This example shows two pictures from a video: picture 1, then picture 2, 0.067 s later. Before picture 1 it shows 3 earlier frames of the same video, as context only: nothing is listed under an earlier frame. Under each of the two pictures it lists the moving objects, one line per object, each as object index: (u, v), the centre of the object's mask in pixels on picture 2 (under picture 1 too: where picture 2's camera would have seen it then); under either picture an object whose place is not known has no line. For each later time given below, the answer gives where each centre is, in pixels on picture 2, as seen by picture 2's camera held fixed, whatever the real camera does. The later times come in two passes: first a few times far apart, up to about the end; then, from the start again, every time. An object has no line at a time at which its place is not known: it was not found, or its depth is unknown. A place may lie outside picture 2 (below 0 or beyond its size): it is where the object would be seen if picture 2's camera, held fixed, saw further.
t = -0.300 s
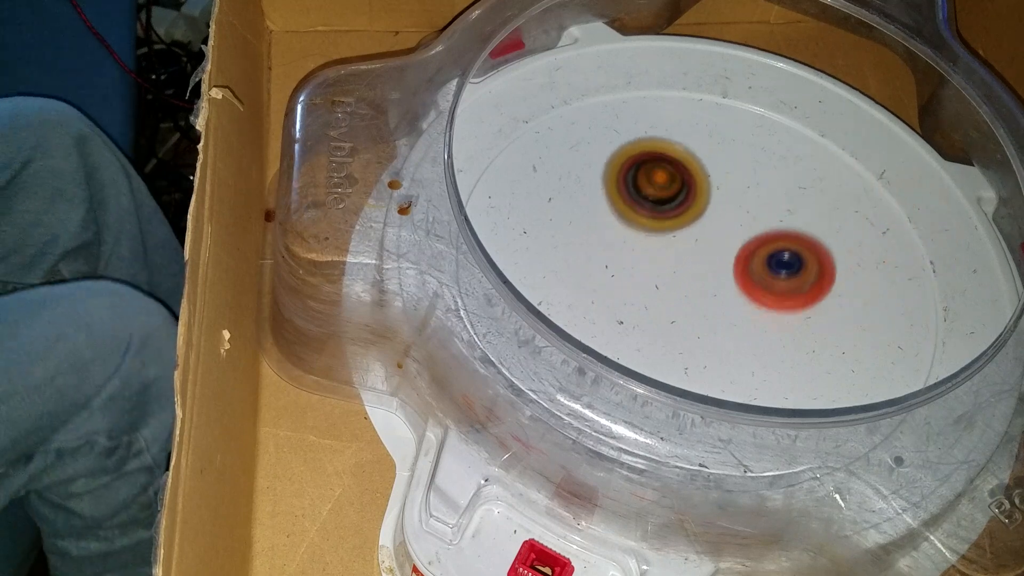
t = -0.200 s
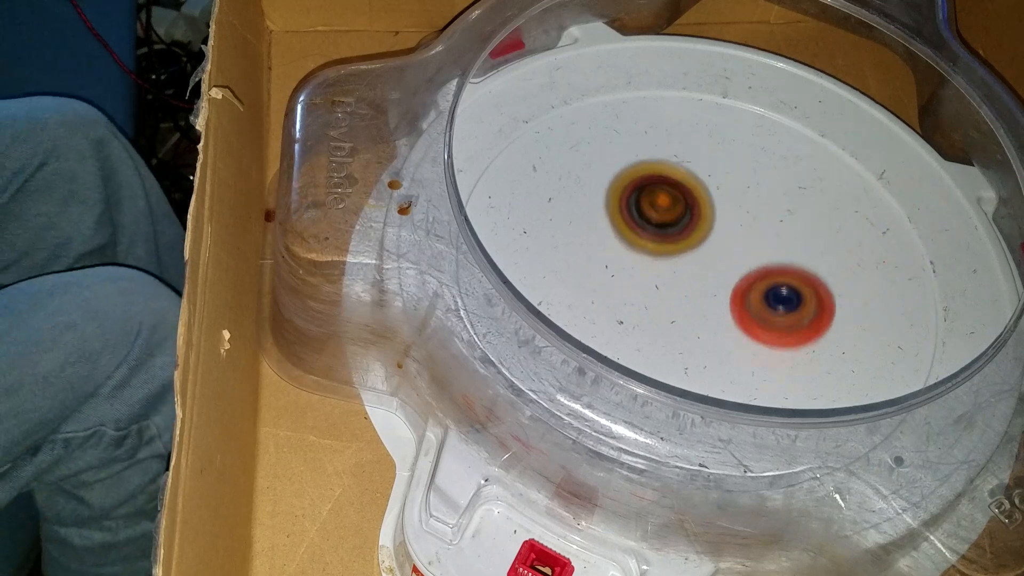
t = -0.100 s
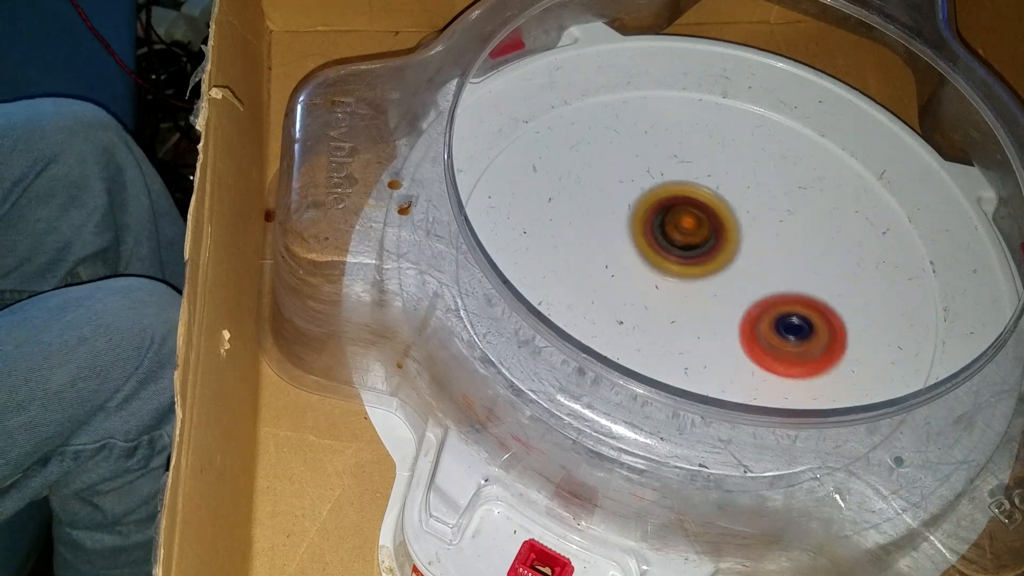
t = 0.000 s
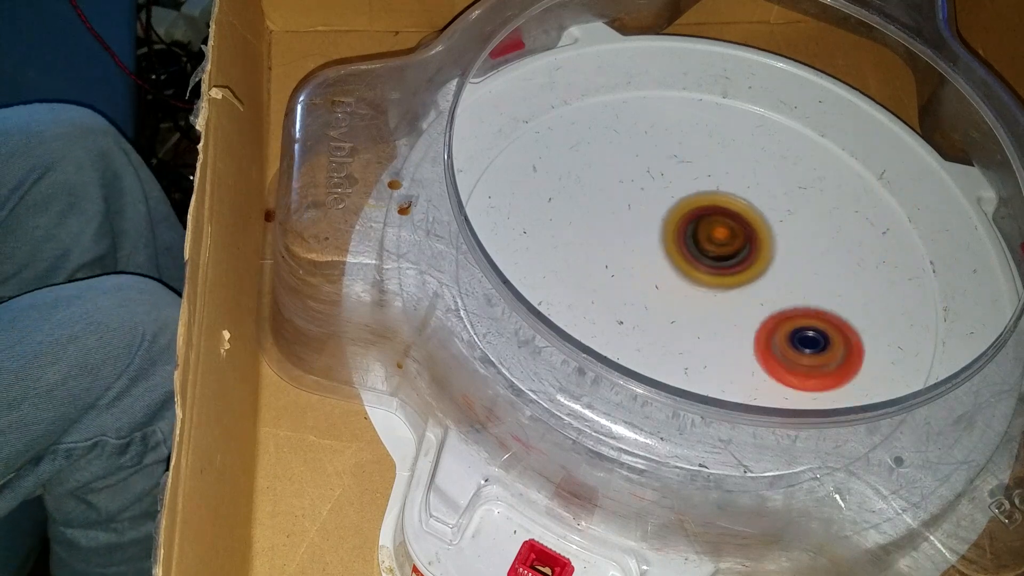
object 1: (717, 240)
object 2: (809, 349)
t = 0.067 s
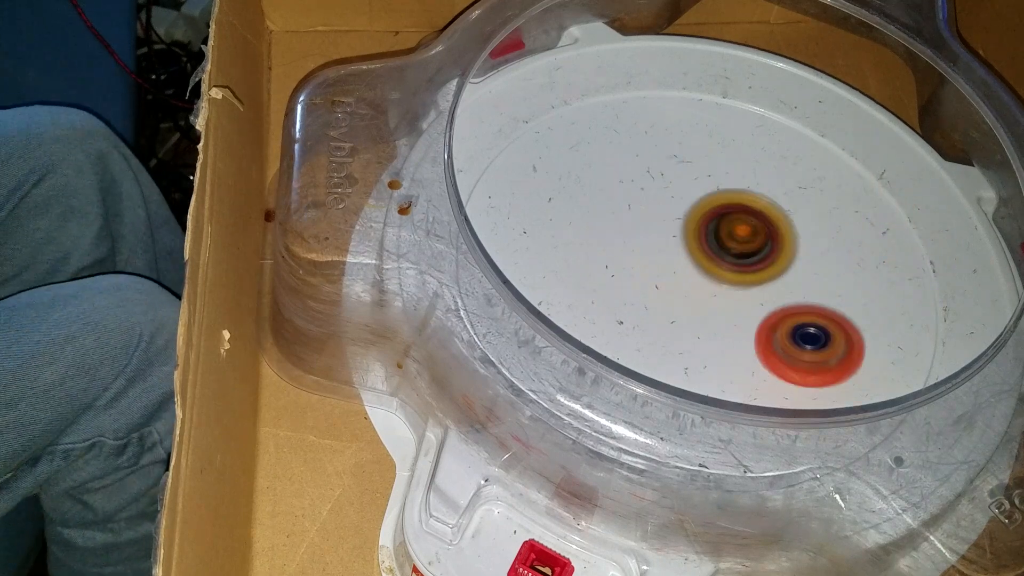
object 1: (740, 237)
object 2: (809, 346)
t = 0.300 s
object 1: (752, 201)
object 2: (774, 325)
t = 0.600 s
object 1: (734, 228)
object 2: (684, 319)
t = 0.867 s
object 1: (762, 241)
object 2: (633, 331)
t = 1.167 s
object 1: (753, 250)
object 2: (647, 297)
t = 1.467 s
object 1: (769, 269)
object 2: (628, 231)
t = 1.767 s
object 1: (762, 269)
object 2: (644, 208)
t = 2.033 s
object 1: (740, 276)
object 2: (674, 201)
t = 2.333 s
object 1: (715, 288)
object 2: (714, 205)
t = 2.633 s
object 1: (695, 297)
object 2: (747, 227)
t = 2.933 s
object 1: (682, 289)
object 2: (768, 255)
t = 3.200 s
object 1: (665, 273)
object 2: (770, 296)
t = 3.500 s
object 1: (648, 253)
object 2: (733, 332)
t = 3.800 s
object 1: (650, 232)
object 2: (704, 322)
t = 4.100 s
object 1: (675, 203)
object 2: (642, 288)
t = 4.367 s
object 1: (699, 185)
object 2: (637, 265)
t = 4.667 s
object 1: (737, 180)
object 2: (658, 242)
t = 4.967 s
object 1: (785, 189)
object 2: (683, 244)
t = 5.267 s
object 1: (815, 223)
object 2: (711, 265)
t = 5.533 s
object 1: (815, 256)
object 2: (706, 287)
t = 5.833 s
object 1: (809, 289)
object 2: (656, 289)
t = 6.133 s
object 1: (759, 310)
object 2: (645, 280)
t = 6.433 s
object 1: (727, 325)
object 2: (628, 229)
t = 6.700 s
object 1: (700, 302)
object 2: (662, 217)
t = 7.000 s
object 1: (666, 278)
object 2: (713, 219)
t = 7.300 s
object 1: (650, 246)
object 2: (747, 267)
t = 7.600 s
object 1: (665, 220)
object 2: (732, 302)
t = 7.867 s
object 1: (697, 213)
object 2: (687, 309)
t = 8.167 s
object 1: (739, 223)
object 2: (648, 278)
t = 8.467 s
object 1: (769, 249)
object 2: (655, 235)
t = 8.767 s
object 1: (772, 280)
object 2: (704, 214)
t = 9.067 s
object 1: (736, 300)
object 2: (765, 230)
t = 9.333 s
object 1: (691, 304)
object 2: (783, 282)
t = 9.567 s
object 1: (653, 284)
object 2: (754, 317)
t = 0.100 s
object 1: (749, 234)
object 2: (807, 342)
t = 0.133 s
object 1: (756, 228)
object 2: (803, 339)
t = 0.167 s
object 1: (761, 223)
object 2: (797, 336)
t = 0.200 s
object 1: (762, 216)
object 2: (792, 332)
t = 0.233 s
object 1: (761, 210)
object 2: (785, 329)
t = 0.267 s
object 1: (757, 205)
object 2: (779, 327)
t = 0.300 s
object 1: (752, 201)
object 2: (774, 325)
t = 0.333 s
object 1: (745, 199)
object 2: (767, 324)
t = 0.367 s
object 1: (739, 199)
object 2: (762, 323)
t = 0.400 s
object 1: (733, 200)
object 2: (756, 322)
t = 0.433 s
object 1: (729, 203)
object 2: (749, 322)
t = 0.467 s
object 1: (727, 208)
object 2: (741, 322)
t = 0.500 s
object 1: (727, 213)
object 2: (726, 321)
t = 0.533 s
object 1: (727, 217)
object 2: (710, 319)
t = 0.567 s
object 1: (731, 222)
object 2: (697, 319)
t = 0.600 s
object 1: (734, 228)
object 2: (684, 319)
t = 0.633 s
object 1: (740, 233)
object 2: (671, 320)
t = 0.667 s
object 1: (745, 237)
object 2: (660, 321)
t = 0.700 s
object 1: (750, 240)
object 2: (652, 323)
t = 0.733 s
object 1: (754, 241)
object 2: (645, 326)
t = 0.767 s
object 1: (757, 241)
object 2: (638, 329)
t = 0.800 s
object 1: (760, 241)
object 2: (634, 331)
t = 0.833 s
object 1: (761, 241)
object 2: (633, 332)
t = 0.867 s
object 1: (762, 241)
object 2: (633, 331)
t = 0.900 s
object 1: (761, 241)
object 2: (635, 330)
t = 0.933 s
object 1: (761, 241)
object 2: (637, 328)
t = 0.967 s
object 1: (760, 242)
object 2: (639, 324)
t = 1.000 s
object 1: (759, 242)
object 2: (641, 320)
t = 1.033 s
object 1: (758, 243)
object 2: (643, 316)
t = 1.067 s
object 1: (757, 245)
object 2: (644, 311)
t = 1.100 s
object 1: (755, 246)
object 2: (646, 307)
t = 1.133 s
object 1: (754, 248)
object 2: (646, 302)
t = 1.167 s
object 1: (753, 250)
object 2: (647, 297)
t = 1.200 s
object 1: (752, 251)
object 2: (646, 292)
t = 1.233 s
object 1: (751, 253)
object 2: (646, 287)
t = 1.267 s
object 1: (750, 255)
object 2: (646, 283)
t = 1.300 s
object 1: (749, 257)
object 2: (645, 278)
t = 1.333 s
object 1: (750, 260)
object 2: (644, 273)
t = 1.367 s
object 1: (752, 263)
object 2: (641, 265)
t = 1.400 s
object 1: (760, 267)
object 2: (633, 252)
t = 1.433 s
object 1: (766, 269)
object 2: (630, 240)
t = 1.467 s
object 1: (769, 269)
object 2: (628, 231)
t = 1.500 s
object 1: (770, 269)
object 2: (627, 225)
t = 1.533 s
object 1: (770, 269)
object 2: (628, 221)
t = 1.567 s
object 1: (770, 268)
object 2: (629, 218)
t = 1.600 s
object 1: (770, 268)
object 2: (631, 216)
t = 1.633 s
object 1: (769, 268)
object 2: (633, 214)
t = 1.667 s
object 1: (767, 268)
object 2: (635, 212)
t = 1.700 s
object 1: (766, 268)
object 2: (638, 211)
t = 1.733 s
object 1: (764, 268)
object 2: (641, 210)
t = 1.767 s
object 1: (762, 269)
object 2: (644, 208)
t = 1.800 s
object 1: (759, 269)
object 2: (647, 207)
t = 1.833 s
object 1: (757, 269)
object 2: (650, 206)
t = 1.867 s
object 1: (754, 270)
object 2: (654, 205)
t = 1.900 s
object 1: (752, 271)
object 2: (658, 204)
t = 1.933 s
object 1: (749, 272)
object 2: (662, 203)
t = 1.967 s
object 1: (746, 273)
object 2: (666, 202)
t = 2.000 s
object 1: (743, 274)
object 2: (670, 202)
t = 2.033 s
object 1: (740, 276)
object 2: (674, 201)
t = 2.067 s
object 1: (738, 277)
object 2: (678, 201)
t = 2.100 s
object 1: (735, 278)
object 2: (683, 201)
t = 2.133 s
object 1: (731, 279)
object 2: (687, 200)
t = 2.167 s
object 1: (728, 280)
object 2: (691, 200)
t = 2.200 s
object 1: (725, 281)
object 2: (696, 201)
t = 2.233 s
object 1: (723, 282)
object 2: (700, 202)
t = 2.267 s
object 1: (720, 284)
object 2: (705, 203)
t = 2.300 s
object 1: (717, 286)
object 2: (710, 204)
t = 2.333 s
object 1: (715, 288)
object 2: (714, 205)
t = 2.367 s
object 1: (712, 290)
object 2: (718, 207)
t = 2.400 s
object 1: (709, 291)
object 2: (722, 209)
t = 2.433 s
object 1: (707, 292)
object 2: (726, 211)
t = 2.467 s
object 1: (705, 294)
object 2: (730, 213)
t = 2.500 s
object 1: (703, 295)
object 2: (734, 216)
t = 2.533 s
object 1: (701, 295)
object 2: (737, 218)
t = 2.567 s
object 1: (699, 296)
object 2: (741, 221)
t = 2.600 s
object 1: (697, 297)
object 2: (744, 224)
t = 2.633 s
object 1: (695, 297)
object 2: (747, 227)
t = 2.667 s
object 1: (693, 297)
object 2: (750, 230)
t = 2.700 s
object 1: (692, 297)
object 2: (753, 232)
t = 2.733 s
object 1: (691, 296)
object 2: (755, 236)
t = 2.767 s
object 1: (690, 296)
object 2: (757, 239)
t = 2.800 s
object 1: (689, 295)
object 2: (759, 241)
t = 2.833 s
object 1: (688, 294)
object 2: (761, 244)
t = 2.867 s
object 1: (687, 293)
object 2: (762, 247)
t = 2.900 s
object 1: (685, 291)
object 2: (764, 250)
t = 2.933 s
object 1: (682, 289)
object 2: (768, 255)
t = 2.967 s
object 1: (678, 287)
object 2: (773, 261)
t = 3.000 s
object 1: (675, 285)
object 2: (775, 268)
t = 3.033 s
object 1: (673, 284)
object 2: (775, 273)
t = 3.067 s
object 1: (671, 283)
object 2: (774, 277)
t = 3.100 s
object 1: (670, 281)
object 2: (773, 281)
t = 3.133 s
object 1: (669, 279)
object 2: (772, 284)
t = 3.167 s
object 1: (666, 276)
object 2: (772, 289)
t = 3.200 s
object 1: (665, 273)
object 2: (770, 296)
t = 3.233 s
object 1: (663, 269)
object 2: (770, 303)
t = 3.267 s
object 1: (660, 266)
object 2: (768, 312)
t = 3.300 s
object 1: (658, 263)
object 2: (762, 321)
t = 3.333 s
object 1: (656, 261)
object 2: (756, 327)
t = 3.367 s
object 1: (654, 260)
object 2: (749, 331)
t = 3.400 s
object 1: (653, 259)
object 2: (744, 332)
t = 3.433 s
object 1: (651, 257)
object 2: (740, 333)
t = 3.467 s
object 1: (650, 255)
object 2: (736, 333)
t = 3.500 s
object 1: (648, 253)
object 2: (733, 332)
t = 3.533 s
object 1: (647, 251)
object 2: (729, 332)
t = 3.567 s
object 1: (646, 248)
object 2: (726, 331)
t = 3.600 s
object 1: (646, 246)
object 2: (723, 331)
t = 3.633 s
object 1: (645, 244)
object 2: (719, 330)
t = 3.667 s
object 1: (646, 241)
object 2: (716, 329)
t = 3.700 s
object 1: (646, 239)
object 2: (713, 328)
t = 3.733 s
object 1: (647, 237)
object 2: (710, 326)
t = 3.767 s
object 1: (648, 235)
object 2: (707, 324)
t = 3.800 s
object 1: (650, 232)
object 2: (704, 322)
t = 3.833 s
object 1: (651, 230)
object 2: (700, 320)
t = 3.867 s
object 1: (653, 229)
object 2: (697, 319)
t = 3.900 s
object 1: (656, 225)
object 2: (693, 318)
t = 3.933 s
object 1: (659, 221)
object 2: (685, 316)
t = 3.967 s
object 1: (662, 217)
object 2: (676, 311)
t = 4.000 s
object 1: (664, 213)
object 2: (666, 306)
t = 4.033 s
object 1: (666, 210)
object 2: (655, 298)
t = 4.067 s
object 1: (671, 206)
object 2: (647, 293)
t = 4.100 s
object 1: (675, 203)
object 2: (642, 288)
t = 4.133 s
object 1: (678, 201)
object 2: (638, 284)
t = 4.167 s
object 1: (681, 199)
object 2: (637, 281)
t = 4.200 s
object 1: (683, 196)
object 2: (636, 278)
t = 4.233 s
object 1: (686, 194)
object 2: (636, 275)
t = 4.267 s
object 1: (689, 192)
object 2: (636, 273)
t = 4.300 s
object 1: (692, 190)
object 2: (635, 270)
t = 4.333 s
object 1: (695, 187)
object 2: (636, 267)
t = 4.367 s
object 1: (699, 185)
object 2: (637, 265)
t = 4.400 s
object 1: (703, 184)
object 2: (638, 262)
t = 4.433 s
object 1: (707, 182)
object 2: (639, 259)
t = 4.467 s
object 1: (711, 181)
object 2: (641, 256)
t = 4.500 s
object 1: (715, 180)
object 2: (643, 254)
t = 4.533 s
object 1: (720, 179)
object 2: (645, 251)
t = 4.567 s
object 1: (724, 179)
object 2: (648, 248)
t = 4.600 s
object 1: (729, 179)
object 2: (651, 246)
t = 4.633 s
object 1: (733, 179)
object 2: (654, 244)
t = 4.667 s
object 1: (737, 180)
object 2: (658, 242)
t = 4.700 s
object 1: (742, 181)
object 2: (661, 240)
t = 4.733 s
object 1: (752, 180)
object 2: (657, 241)
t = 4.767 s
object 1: (760, 180)
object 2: (654, 241)
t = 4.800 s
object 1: (766, 181)
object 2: (656, 241)
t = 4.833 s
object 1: (771, 181)
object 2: (660, 241)
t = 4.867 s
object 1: (776, 182)
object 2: (666, 242)
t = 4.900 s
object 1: (780, 184)
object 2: (671, 242)
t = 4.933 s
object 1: (783, 186)
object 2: (678, 243)
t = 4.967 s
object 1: (785, 189)
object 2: (683, 244)
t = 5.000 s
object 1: (787, 192)
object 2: (689, 245)
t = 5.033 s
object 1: (789, 195)
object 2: (695, 246)
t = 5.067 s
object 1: (793, 199)
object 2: (699, 248)
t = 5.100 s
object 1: (797, 202)
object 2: (701, 250)
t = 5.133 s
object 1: (801, 206)
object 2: (705, 252)
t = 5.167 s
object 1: (805, 210)
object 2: (706, 255)
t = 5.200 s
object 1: (809, 214)
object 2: (709, 257)
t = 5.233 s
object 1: (811, 219)
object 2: (712, 260)
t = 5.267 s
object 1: (815, 223)
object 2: (711, 265)
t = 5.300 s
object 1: (817, 226)
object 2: (711, 268)
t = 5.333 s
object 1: (818, 231)
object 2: (711, 270)
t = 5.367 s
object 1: (817, 235)
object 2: (712, 272)
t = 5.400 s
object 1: (817, 239)
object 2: (713, 275)
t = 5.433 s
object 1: (817, 243)
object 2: (712, 278)
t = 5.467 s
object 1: (817, 247)
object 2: (710, 282)
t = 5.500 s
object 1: (816, 251)
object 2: (707, 285)
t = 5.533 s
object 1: (815, 256)
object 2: (706, 287)
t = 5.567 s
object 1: (812, 260)
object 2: (704, 289)
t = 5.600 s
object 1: (812, 264)
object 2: (700, 291)
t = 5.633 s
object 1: (811, 267)
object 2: (696, 292)
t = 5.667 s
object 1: (809, 270)
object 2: (694, 293)
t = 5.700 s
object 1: (805, 274)
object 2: (692, 294)
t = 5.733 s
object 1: (803, 277)
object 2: (687, 293)
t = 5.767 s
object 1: (808, 280)
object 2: (672, 292)
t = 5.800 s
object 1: (811, 285)
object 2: (661, 290)
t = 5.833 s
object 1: (809, 289)
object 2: (656, 289)
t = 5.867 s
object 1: (806, 293)
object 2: (654, 288)
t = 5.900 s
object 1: (802, 296)
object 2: (653, 287)
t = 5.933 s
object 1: (796, 298)
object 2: (651, 287)
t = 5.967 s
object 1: (791, 301)
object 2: (650, 287)
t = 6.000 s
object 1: (786, 303)
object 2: (648, 286)
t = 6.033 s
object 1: (779, 305)
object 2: (647, 285)
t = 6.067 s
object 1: (773, 307)
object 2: (645, 283)
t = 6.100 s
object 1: (766, 309)
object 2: (646, 282)
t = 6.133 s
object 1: (759, 310)
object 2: (645, 280)
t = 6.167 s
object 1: (753, 311)
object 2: (643, 277)
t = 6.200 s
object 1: (747, 312)
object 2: (640, 273)
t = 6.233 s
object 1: (742, 315)
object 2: (637, 267)
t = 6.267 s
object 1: (744, 322)
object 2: (629, 255)
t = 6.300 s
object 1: (742, 326)
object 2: (625, 247)
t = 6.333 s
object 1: (738, 327)
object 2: (624, 240)
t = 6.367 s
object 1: (734, 327)
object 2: (624, 235)
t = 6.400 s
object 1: (731, 326)
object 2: (626, 232)
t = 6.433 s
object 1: (727, 325)
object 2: (628, 229)
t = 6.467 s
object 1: (724, 323)
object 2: (631, 226)
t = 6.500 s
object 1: (720, 321)
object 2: (634, 224)
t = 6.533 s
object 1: (717, 319)
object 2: (637, 222)
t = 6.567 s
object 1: (714, 316)
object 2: (642, 220)
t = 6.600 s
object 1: (710, 313)
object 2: (646, 219)
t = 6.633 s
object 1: (706, 309)
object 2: (652, 218)
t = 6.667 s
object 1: (703, 305)
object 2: (657, 217)
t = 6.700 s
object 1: (700, 302)
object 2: (662, 217)
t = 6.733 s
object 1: (697, 298)
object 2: (667, 215)
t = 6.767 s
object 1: (693, 294)
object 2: (673, 214)
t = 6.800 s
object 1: (690, 290)
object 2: (679, 213)
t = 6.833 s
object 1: (686, 287)
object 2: (685, 212)
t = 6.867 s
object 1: (681, 288)
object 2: (689, 212)
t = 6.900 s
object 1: (677, 288)
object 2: (693, 212)
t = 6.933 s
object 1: (673, 285)
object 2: (698, 213)
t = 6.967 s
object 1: (669, 282)
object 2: (705, 215)
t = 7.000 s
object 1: (666, 278)
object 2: (713, 219)
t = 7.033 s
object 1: (664, 275)
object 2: (720, 223)
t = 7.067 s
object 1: (661, 271)
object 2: (726, 228)
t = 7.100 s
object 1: (658, 267)
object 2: (731, 234)
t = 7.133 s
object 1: (655, 264)
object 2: (737, 240)
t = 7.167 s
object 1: (654, 260)
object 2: (741, 247)
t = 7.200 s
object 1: (652, 257)
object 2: (743, 253)
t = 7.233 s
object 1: (650, 252)
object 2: (745, 258)
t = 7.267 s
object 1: (650, 249)
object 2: (746, 263)
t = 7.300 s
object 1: (650, 246)
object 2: (747, 267)
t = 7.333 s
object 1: (650, 242)
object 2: (747, 272)
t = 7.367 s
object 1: (650, 239)
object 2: (746, 276)
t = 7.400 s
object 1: (652, 235)
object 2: (745, 280)
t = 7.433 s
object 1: (653, 233)
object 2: (745, 284)
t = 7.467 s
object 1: (655, 230)
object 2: (744, 288)
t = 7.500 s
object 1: (657, 227)
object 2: (742, 292)
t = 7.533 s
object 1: (659, 225)
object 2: (739, 296)
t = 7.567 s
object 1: (662, 222)
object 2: (735, 299)
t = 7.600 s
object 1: (665, 220)
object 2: (732, 302)
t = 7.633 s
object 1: (668, 218)
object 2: (727, 305)
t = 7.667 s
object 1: (672, 217)
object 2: (722, 307)
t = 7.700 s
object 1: (676, 216)
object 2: (717, 309)
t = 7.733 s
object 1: (679, 215)
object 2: (711, 310)
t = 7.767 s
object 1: (684, 214)
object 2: (705, 311)
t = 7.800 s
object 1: (688, 213)
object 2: (699, 311)
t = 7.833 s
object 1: (693, 212)
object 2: (693, 310)
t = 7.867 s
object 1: (697, 213)
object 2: (687, 309)
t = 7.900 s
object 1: (702, 213)
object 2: (681, 308)
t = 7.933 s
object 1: (707, 213)
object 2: (676, 305)
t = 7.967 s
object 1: (711, 214)
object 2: (671, 303)
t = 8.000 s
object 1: (716, 214)
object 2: (666, 300)
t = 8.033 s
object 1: (721, 216)
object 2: (661, 296)
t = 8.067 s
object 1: (726, 217)
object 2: (657, 292)
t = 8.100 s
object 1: (730, 218)
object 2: (653, 287)
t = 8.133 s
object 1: (735, 221)
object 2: (650, 282)
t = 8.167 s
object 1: (739, 223)
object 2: (648, 278)
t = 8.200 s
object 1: (744, 225)
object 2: (646, 273)
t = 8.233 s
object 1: (748, 228)
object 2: (645, 268)
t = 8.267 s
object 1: (751, 231)
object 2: (644, 263)
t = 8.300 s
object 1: (755, 233)
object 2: (645, 258)
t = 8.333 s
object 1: (759, 237)
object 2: (645, 253)
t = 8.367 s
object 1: (761, 240)
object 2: (647, 248)
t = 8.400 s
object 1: (765, 243)
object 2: (649, 244)
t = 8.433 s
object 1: (767, 246)
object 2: (652, 240)
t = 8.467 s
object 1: (769, 249)
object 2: (655, 235)
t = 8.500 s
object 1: (772, 253)
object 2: (658, 231)
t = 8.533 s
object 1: (773, 257)
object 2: (663, 228)
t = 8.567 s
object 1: (775, 260)
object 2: (668, 224)
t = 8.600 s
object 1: (776, 264)
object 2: (673, 222)
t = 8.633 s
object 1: (775, 267)
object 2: (679, 219)
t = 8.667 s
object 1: (776, 270)
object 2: (685, 218)
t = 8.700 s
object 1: (775, 274)
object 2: (691, 217)
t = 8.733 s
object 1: (773, 277)
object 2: (697, 215)
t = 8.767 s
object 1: (772, 280)
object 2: (704, 214)
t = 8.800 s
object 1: (770, 283)
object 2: (710, 214)
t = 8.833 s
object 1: (766, 286)
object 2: (717, 214)
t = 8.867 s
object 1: (764, 288)
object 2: (724, 214)
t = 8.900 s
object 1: (760, 291)
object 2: (730, 215)
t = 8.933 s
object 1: (756, 293)
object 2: (737, 217)
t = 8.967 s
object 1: (752, 294)
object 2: (744, 219)
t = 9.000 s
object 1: (748, 296)
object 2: (752, 222)
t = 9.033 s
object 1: (742, 298)
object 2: (759, 226)
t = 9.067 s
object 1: (736, 300)
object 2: (765, 230)
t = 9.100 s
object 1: (728, 303)
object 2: (770, 235)
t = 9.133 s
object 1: (722, 305)
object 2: (775, 242)
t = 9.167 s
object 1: (716, 305)
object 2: (779, 248)
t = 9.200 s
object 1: (712, 306)
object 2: (782, 255)
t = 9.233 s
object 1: (706, 306)
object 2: (783, 261)
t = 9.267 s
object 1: (700, 306)
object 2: (784, 268)
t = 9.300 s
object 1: (695, 305)
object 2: (784, 275)
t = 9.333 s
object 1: (691, 304)
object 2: (783, 282)
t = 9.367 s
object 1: (685, 303)
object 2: (781, 288)
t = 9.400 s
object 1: (680, 301)
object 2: (778, 294)
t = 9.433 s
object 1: (675, 299)
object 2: (774, 299)
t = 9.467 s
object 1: (670, 296)
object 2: (770, 304)
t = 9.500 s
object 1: (664, 292)
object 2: (765, 309)
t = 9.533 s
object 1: (659, 288)
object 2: (760, 313)
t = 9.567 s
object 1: (653, 284)
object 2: (754, 317)
